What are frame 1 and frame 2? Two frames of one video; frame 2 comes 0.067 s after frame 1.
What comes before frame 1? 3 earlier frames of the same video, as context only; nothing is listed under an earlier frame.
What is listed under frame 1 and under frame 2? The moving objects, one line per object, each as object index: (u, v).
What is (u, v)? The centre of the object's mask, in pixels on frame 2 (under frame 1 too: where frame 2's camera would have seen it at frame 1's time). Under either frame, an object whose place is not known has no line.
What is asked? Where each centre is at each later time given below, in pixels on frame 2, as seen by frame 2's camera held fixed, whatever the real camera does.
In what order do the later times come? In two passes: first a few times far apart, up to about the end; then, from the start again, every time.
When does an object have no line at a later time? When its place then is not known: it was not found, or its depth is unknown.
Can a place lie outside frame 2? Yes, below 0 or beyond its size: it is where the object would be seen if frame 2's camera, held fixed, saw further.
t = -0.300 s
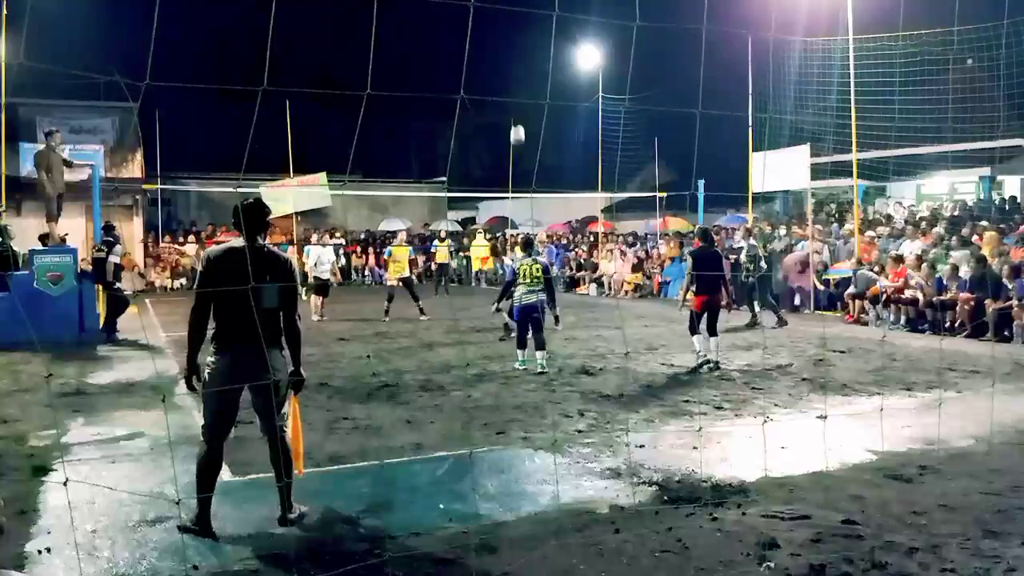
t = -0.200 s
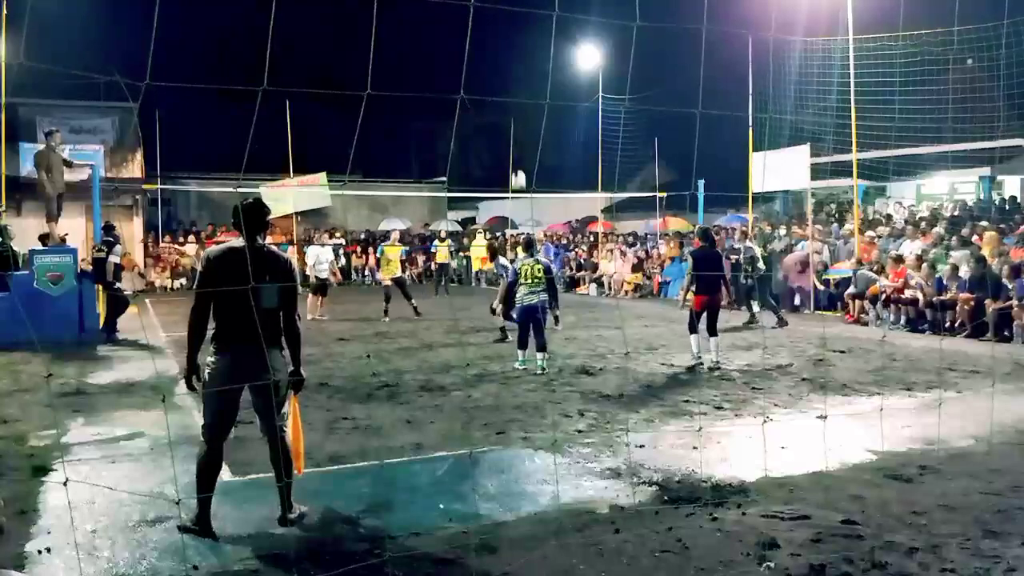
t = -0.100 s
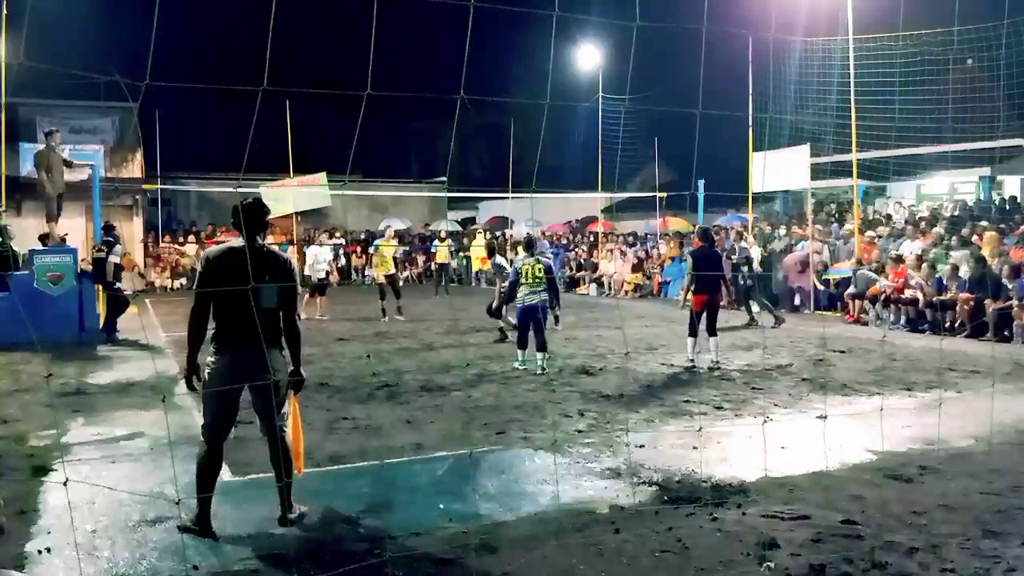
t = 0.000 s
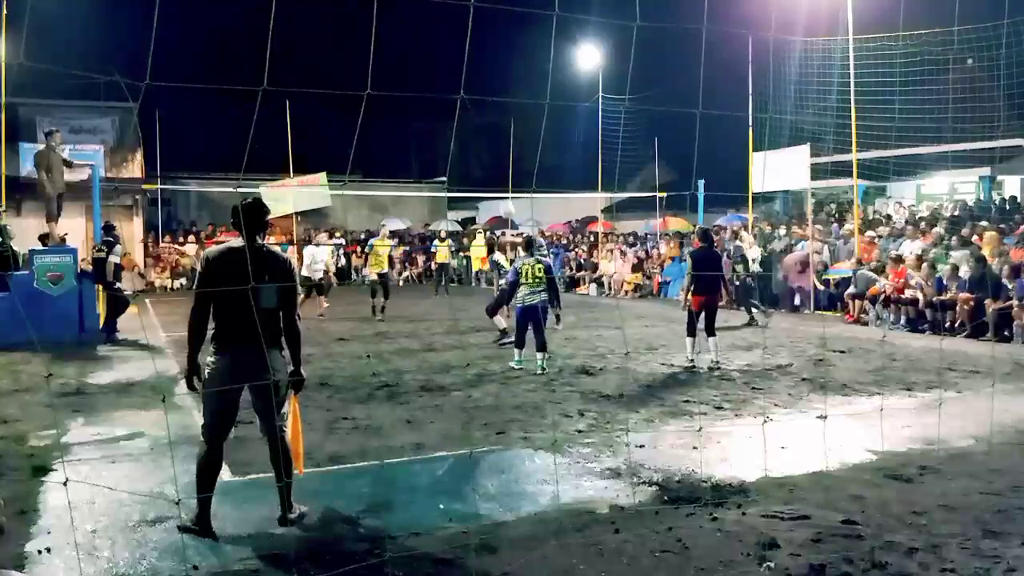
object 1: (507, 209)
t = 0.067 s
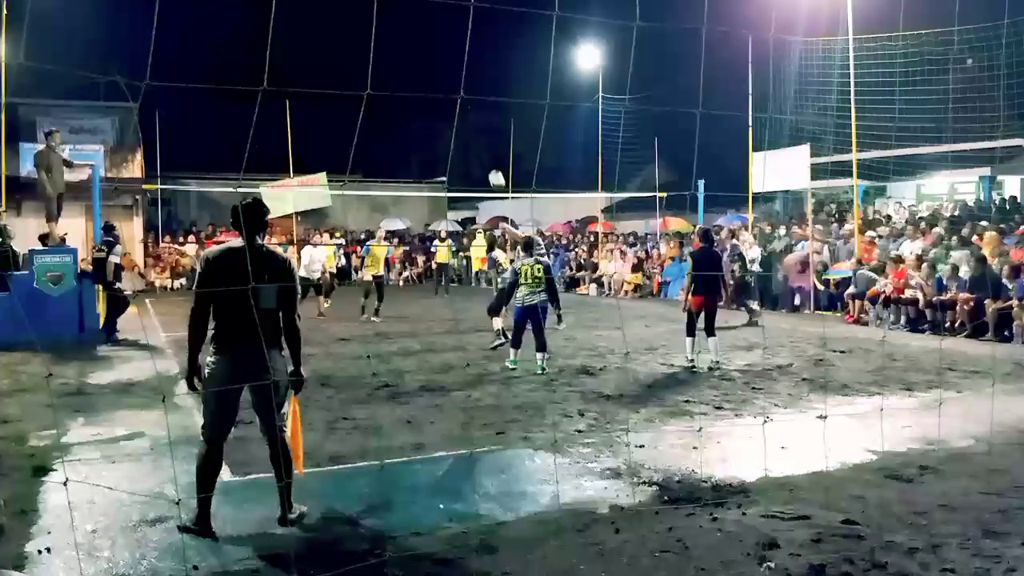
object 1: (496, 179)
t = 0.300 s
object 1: (461, 98)
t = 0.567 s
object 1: (421, 50)
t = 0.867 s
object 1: (379, 55)
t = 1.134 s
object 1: (341, 112)
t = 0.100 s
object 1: (491, 165)
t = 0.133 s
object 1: (486, 152)
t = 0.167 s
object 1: (481, 140)
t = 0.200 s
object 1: (476, 129)
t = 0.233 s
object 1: (471, 118)
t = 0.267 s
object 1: (466, 108)
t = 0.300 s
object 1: (461, 98)
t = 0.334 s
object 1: (456, 89)
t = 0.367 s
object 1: (451, 81)
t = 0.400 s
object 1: (446, 74)
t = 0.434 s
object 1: (441, 68)
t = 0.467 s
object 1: (436, 63)
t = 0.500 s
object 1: (431, 58)
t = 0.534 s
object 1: (426, 53)
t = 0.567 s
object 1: (421, 50)
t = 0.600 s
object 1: (417, 48)
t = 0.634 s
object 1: (412, 46)
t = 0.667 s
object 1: (407, 45)
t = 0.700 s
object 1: (402, 45)
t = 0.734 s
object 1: (397, 45)
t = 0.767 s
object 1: (393, 47)
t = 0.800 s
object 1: (388, 49)
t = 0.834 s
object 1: (384, 51)
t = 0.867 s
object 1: (379, 55)
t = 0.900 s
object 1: (374, 60)
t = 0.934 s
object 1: (369, 65)
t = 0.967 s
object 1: (364, 71)
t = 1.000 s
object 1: (360, 78)
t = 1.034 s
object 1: (355, 85)
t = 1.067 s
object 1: (350, 93)
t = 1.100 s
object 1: (346, 102)
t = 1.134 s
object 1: (341, 112)
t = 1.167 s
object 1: (337, 123)
